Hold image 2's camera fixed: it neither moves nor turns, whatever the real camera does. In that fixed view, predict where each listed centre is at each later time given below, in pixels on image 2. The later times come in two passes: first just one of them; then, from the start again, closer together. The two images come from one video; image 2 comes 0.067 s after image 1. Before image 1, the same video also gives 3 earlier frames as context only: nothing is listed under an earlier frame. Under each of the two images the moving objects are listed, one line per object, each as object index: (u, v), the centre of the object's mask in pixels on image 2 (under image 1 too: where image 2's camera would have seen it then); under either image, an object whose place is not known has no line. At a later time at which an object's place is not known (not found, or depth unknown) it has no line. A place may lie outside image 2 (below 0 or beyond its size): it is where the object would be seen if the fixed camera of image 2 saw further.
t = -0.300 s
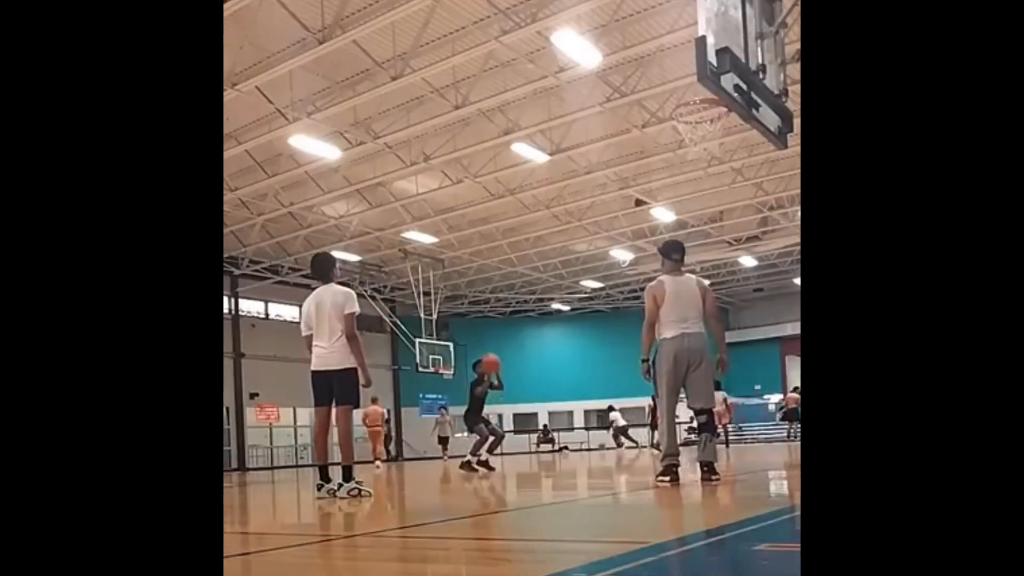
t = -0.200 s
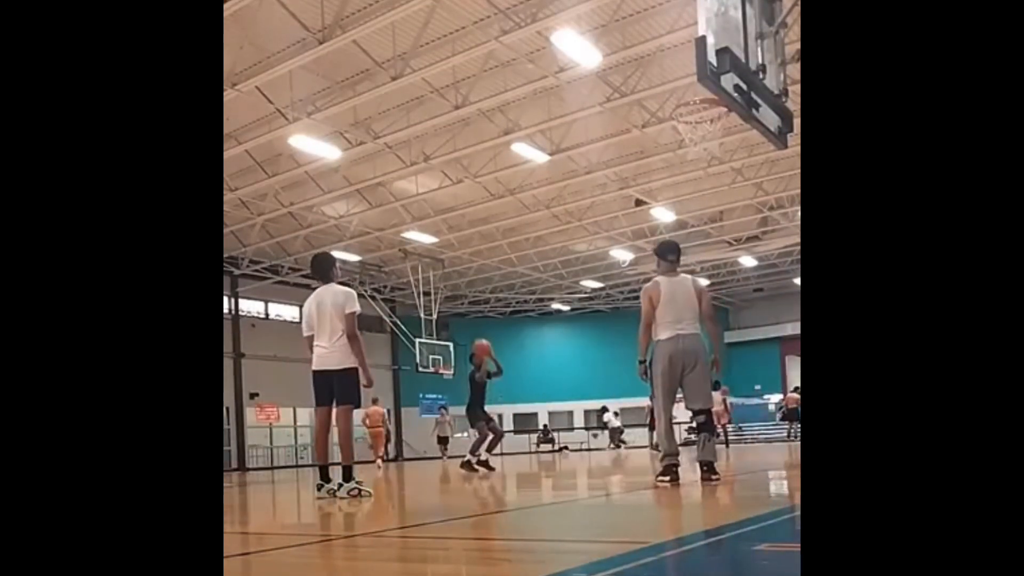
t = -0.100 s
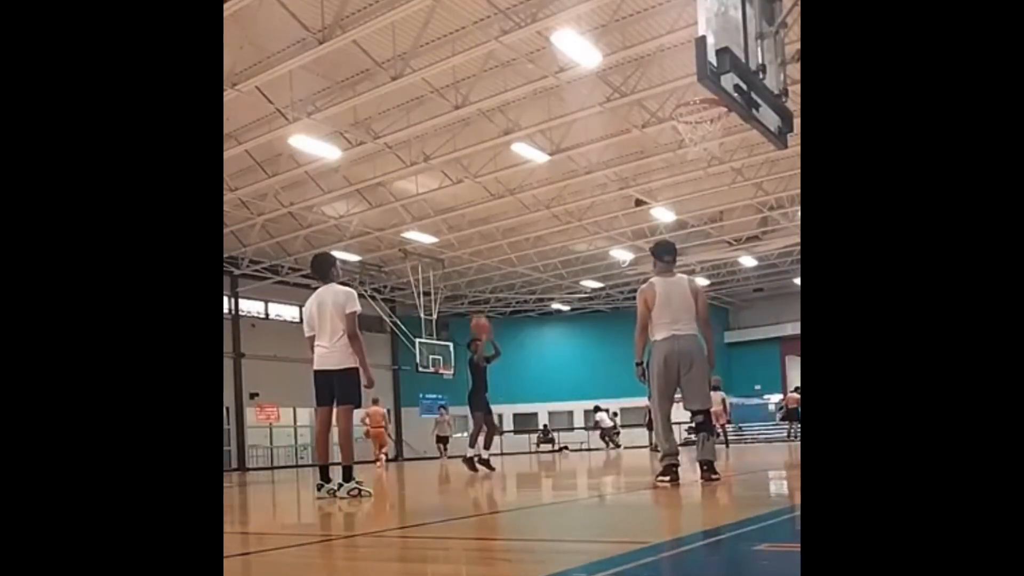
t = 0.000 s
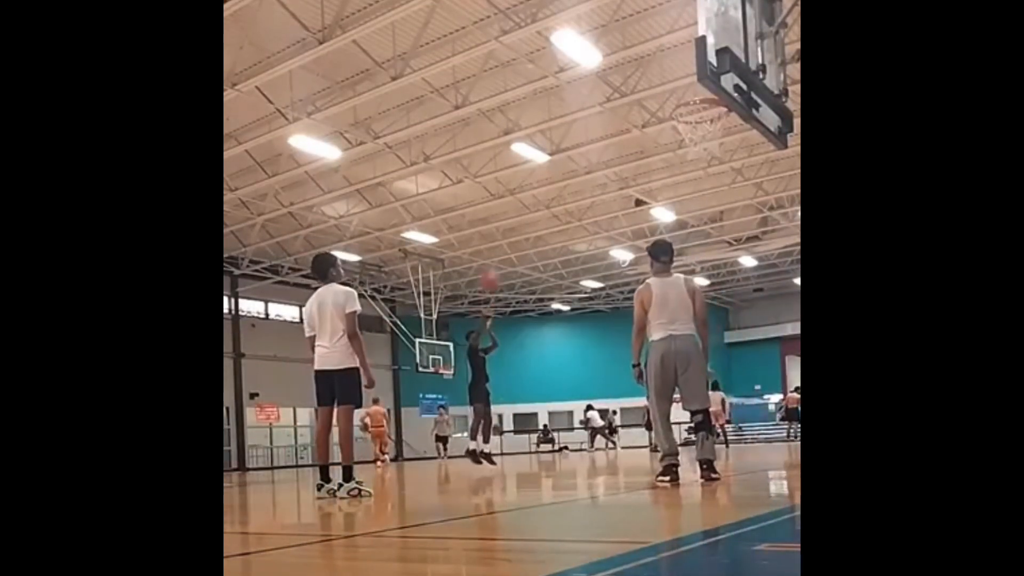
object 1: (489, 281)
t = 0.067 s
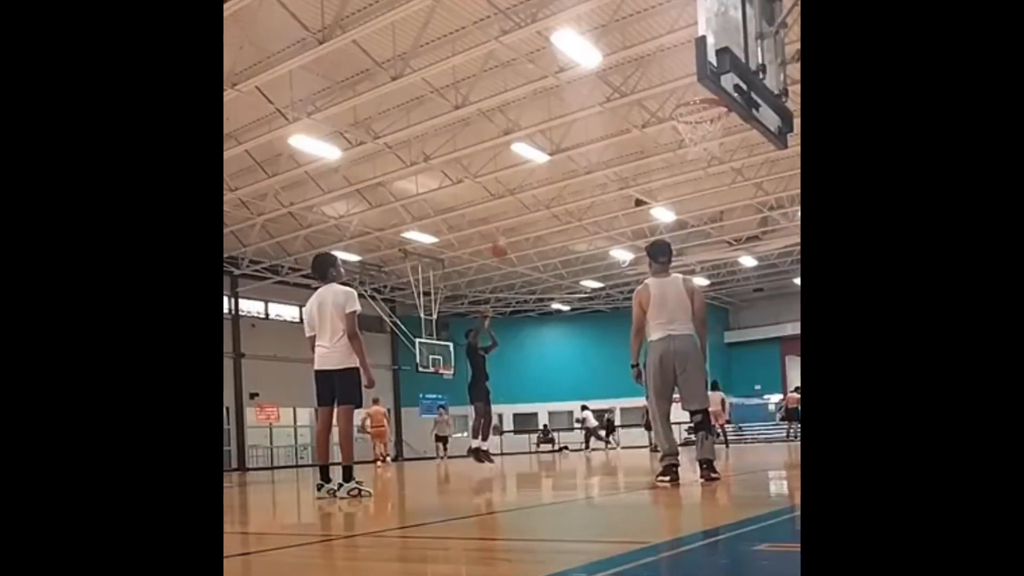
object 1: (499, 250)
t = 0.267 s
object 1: (532, 170)
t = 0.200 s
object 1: (520, 192)
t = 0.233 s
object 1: (526, 181)
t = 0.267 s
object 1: (532, 170)
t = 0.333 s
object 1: (548, 146)
